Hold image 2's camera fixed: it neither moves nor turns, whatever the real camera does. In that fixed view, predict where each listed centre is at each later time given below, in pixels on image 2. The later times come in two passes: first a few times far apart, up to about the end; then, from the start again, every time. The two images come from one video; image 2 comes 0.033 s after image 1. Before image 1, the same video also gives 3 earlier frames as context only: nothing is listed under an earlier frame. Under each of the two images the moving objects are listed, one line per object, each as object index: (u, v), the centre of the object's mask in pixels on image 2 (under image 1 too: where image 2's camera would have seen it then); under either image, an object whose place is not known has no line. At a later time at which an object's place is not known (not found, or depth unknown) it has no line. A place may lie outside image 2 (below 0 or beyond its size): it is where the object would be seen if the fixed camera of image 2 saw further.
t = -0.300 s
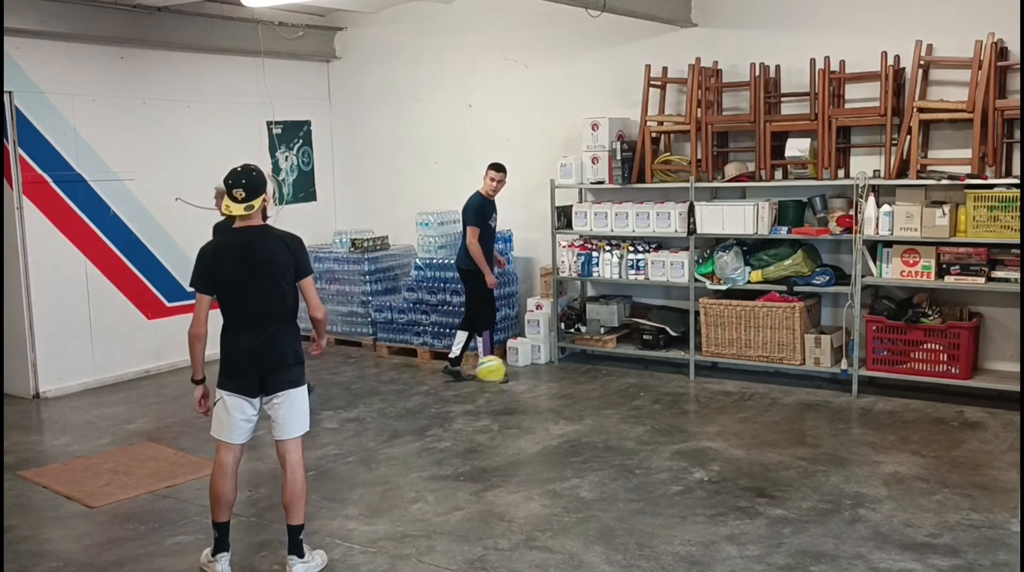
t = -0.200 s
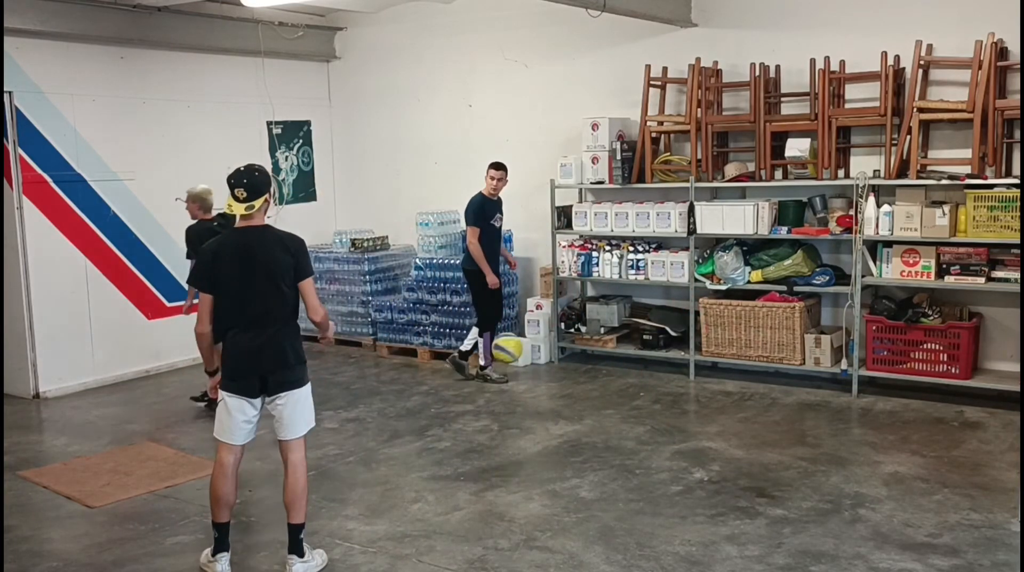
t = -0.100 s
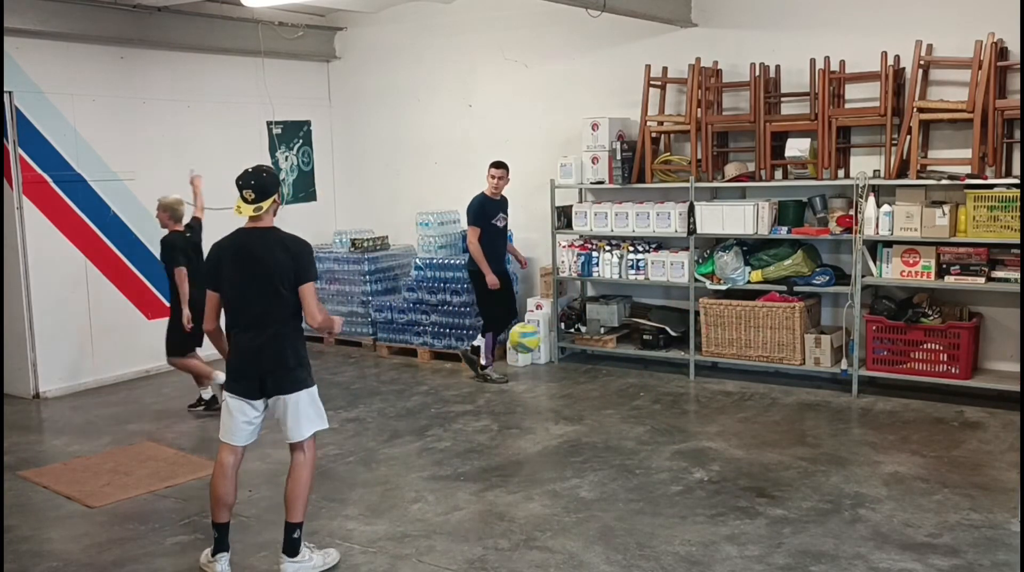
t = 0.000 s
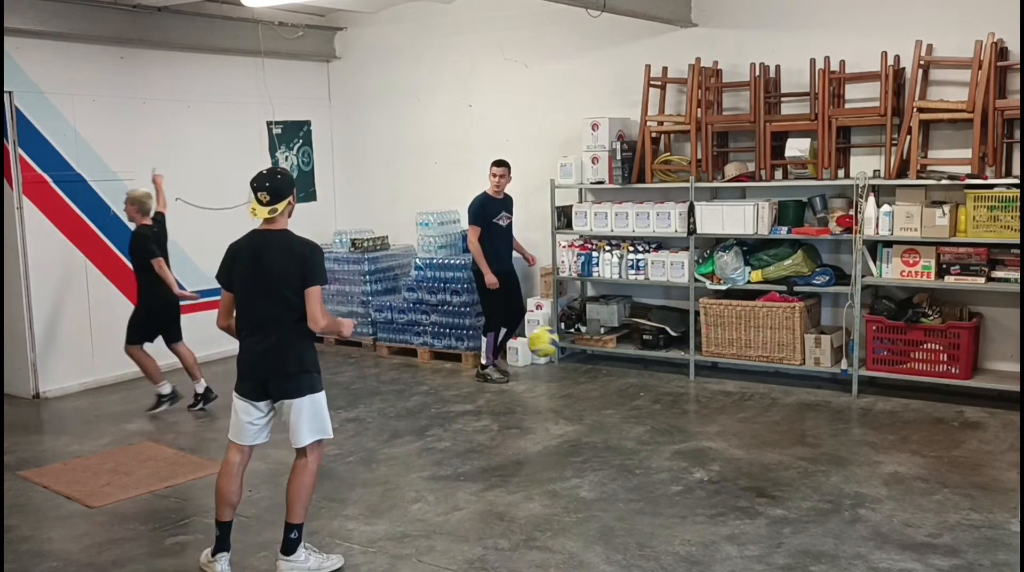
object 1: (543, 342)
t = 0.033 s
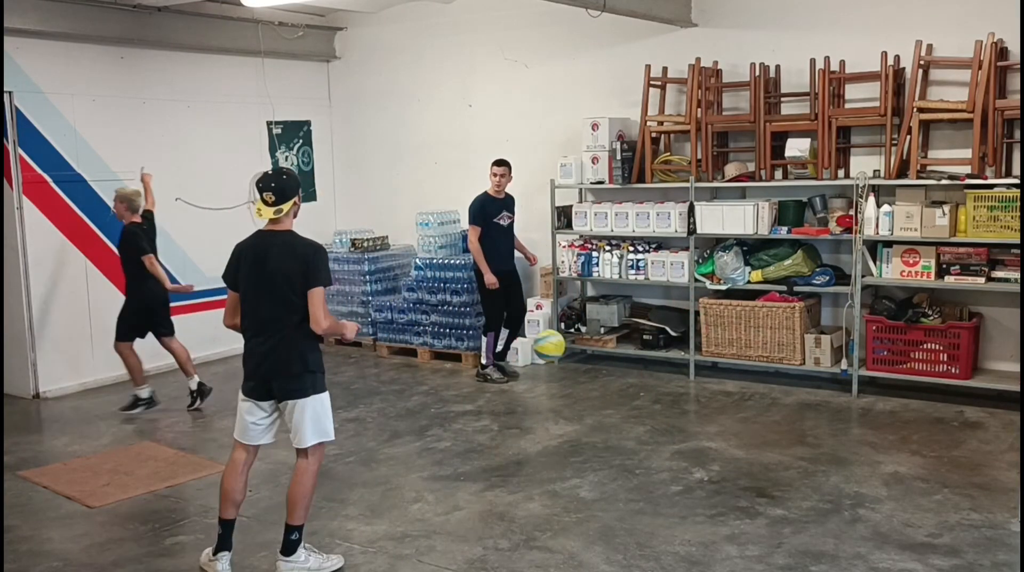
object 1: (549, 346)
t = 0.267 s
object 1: (595, 414)
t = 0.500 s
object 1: (639, 368)
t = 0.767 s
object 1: (694, 411)
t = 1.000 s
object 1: (744, 394)
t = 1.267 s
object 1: (802, 431)
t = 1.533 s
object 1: (863, 414)
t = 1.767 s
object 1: (917, 452)
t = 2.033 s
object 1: (984, 444)
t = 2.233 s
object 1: (986, 450)
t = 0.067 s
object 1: (556, 350)
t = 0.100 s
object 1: (562, 358)
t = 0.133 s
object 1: (568, 367)
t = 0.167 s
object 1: (575, 377)
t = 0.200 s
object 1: (582, 388)
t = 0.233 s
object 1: (588, 403)
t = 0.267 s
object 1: (595, 414)
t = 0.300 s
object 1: (601, 403)
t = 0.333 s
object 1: (607, 393)
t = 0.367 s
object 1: (614, 385)
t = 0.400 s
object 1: (620, 378)
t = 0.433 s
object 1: (626, 373)
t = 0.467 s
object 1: (633, 370)
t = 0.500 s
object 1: (639, 368)
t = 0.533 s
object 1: (646, 367)
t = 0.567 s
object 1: (653, 369)
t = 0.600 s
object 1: (659, 371)
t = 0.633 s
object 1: (666, 376)
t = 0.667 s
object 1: (673, 382)
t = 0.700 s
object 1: (680, 391)
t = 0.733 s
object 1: (688, 399)
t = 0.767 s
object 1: (694, 411)
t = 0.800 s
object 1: (701, 424)
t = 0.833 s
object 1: (709, 426)
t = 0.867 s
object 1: (715, 417)
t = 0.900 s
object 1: (722, 409)
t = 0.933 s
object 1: (730, 402)
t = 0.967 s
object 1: (737, 398)
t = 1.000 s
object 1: (744, 394)
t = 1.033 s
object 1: (751, 392)
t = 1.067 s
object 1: (759, 393)
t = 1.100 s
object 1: (765, 395)
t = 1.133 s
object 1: (773, 398)
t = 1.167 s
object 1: (781, 403)
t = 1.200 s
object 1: (788, 411)
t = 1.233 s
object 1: (795, 420)
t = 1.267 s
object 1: (802, 431)
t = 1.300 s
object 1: (810, 443)
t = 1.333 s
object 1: (818, 439)
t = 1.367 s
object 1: (825, 430)
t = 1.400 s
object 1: (833, 423)
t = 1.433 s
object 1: (840, 418)
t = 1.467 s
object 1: (847, 415)
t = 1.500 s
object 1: (855, 412)
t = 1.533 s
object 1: (863, 414)
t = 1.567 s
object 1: (870, 416)
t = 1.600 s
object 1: (878, 420)
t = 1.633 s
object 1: (886, 425)
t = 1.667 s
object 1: (893, 433)
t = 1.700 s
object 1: (901, 442)
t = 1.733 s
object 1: (908, 454)
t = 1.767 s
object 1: (917, 452)
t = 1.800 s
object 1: (925, 445)
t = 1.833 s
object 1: (934, 439)
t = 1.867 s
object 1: (942, 436)
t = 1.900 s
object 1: (950, 433)
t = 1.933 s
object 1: (959, 433)
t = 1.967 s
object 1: (967, 435)
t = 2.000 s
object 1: (976, 438)
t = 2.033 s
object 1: (984, 444)
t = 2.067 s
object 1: (993, 452)
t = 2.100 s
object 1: (1000, 462)
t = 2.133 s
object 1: (1004, 469)
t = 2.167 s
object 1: (999, 461)
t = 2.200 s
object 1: (994, 455)
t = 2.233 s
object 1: (986, 450)
